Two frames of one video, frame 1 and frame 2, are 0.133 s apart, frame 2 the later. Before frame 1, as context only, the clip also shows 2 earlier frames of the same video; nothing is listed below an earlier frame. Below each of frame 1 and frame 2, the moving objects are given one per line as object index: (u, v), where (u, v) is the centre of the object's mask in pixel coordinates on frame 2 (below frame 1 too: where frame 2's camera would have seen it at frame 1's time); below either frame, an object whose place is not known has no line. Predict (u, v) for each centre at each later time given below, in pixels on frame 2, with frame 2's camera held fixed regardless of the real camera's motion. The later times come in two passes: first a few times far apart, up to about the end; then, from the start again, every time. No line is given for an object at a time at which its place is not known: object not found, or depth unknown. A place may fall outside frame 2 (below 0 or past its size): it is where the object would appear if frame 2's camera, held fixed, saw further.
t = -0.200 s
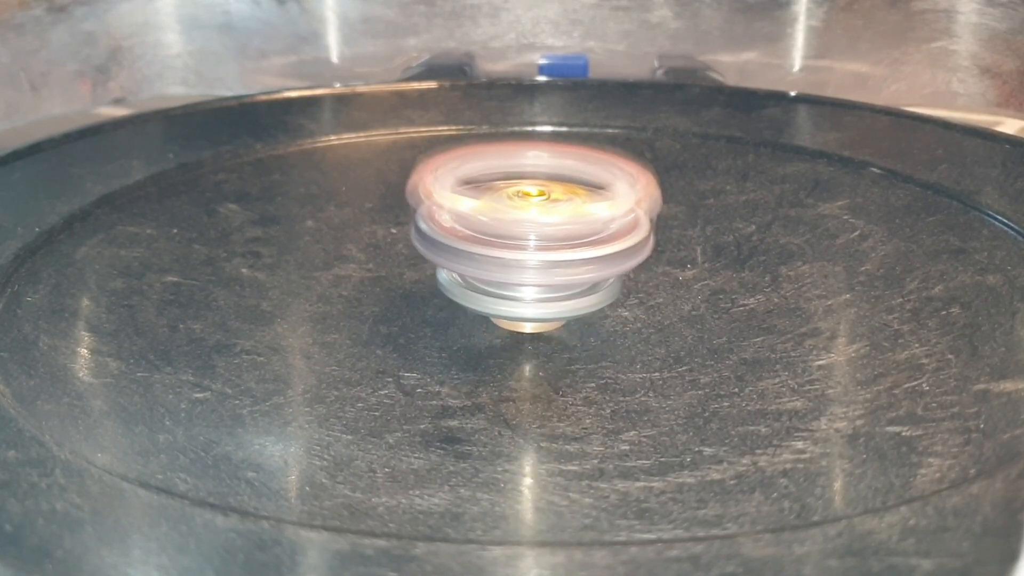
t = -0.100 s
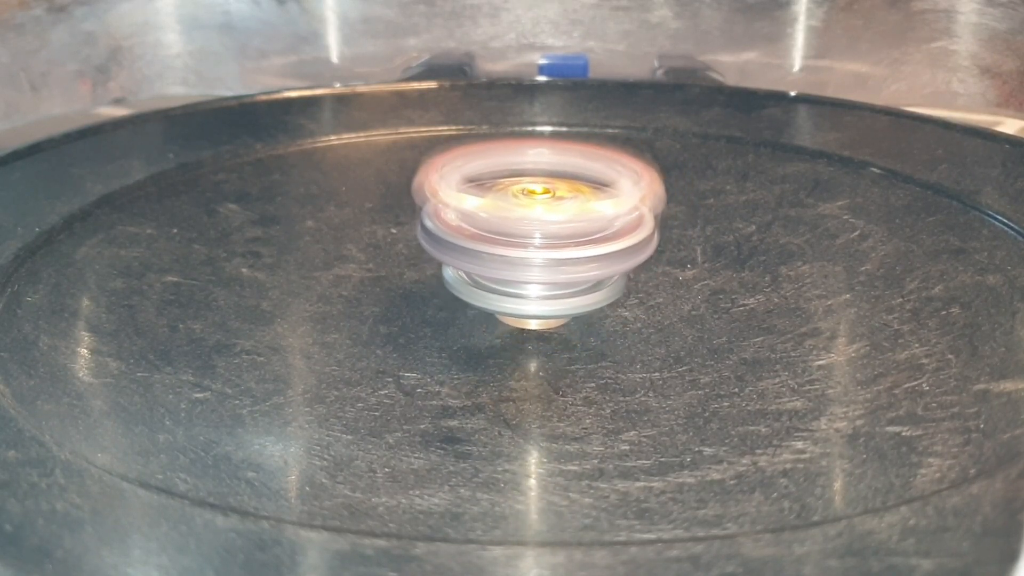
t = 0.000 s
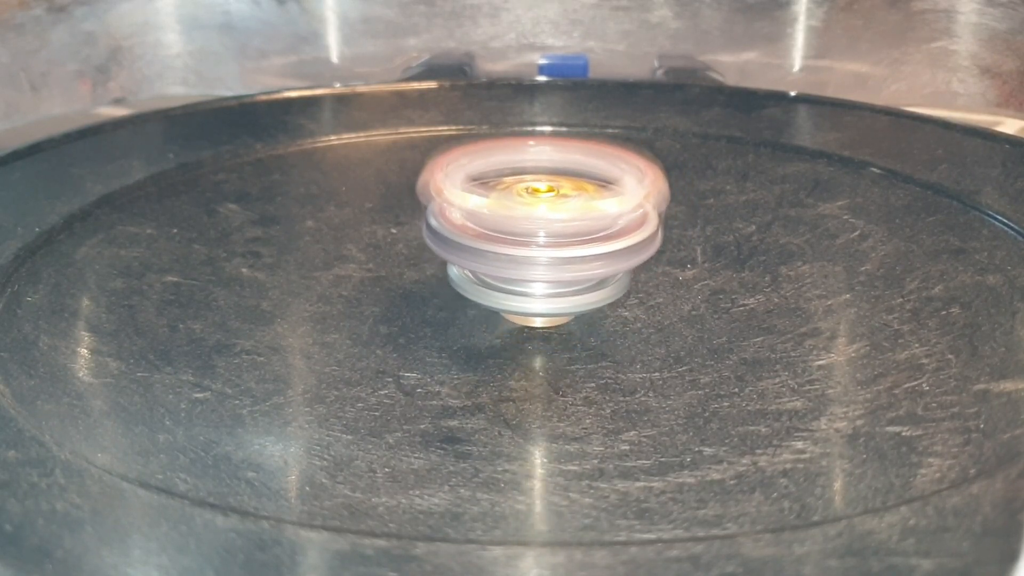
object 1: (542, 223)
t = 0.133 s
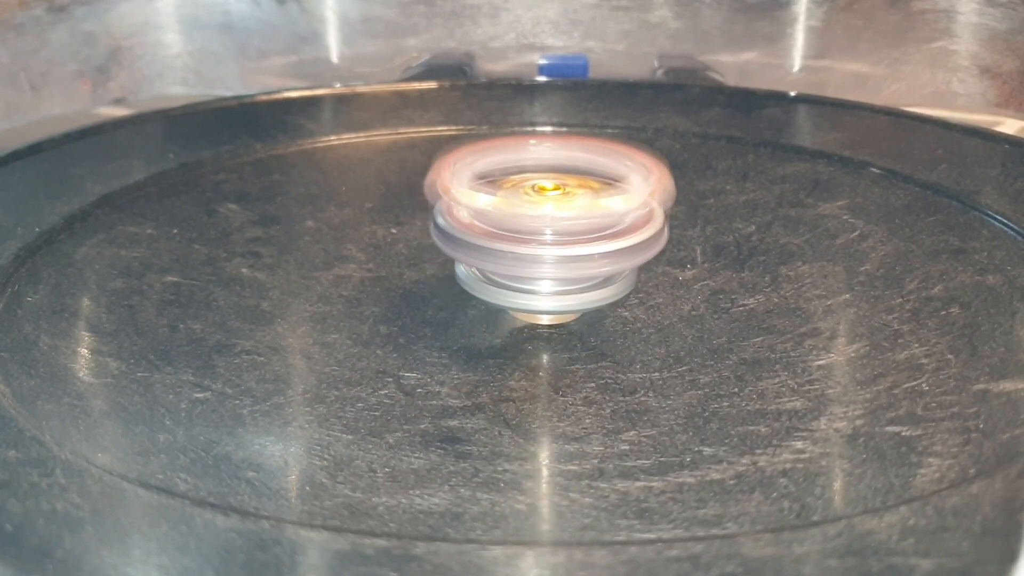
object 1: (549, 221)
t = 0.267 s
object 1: (556, 219)
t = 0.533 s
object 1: (567, 218)
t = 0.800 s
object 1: (569, 223)
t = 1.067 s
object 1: (562, 230)
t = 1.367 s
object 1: (548, 235)
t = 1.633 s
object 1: (536, 235)
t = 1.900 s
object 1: (528, 231)
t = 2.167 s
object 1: (533, 226)
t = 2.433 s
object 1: (547, 222)
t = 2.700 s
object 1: (559, 219)
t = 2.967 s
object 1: (565, 221)
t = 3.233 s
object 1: (562, 227)
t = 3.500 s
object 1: (553, 231)
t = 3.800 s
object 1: (539, 230)
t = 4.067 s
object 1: (533, 227)
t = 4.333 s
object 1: (538, 223)
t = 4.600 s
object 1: (548, 220)
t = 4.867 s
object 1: (562, 219)
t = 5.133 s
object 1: (568, 222)
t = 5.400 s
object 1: (562, 226)
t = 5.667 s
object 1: (552, 228)
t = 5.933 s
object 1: (541, 226)
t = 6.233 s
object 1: (534, 222)
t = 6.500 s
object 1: (541, 218)
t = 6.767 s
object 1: (548, 218)
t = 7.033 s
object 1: (558, 222)
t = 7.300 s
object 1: (563, 226)
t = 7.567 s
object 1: (560, 228)
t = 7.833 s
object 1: (547, 229)
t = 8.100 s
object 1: (540, 226)
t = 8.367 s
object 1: (537, 223)
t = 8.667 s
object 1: (548, 221)
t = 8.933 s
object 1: (557, 221)
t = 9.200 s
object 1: (563, 222)
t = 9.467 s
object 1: (562, 223)
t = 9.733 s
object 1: (558, 223)
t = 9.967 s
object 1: (546, 222)
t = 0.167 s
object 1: (549, 220)
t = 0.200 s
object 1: (550, 220)
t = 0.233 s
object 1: (553, 219)
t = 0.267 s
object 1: (556, 219)
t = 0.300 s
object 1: (559, 218)
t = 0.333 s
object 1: (564, 217)
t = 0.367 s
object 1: (565, 217)
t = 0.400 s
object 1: (566, 217)
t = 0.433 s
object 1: (567, 217)
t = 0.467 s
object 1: (568, 217)
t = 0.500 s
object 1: (568, 217)
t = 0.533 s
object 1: (567, 218)
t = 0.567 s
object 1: (567, 218)
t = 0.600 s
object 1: (568, 219)
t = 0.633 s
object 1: (569, 219)
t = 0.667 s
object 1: (569, 220)
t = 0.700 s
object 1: (569, 221)
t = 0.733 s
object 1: (568, 222)
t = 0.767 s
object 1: (568, 222)
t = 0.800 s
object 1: (569, 223)
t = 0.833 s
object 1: (568, 224)
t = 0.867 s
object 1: (568, 225)
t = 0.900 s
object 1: (567, 226)
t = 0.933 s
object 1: (565, 227)
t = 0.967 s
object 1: (565, 228)
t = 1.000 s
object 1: (564, 228)
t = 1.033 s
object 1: (563, 229)
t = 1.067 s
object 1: (562, 230)
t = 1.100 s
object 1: (561, 231)
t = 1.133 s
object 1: (559, 231)
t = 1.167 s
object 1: (558, 232)
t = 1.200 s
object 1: (556, 233)
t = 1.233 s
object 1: (555, 233)
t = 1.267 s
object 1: (553, 234)
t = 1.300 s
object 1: (551, 234)
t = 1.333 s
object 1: (549, 235)
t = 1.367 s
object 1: (548, 235)
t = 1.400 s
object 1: (548, 235)
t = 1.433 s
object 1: (547, 235)
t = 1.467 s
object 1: (546, 235)
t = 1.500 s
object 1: (543, 235)
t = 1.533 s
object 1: (542, 236)
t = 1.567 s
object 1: (540, 235)
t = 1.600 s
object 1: (538, 235)
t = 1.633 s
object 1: (536, 235)
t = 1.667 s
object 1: (535, 234)
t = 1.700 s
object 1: (533, 234)
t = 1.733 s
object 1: (533, 233)
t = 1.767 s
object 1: (532, 233)
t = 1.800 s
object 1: (532, 232)
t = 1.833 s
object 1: (529, 232)
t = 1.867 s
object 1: (529, 231)
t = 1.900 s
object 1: (528, 231)
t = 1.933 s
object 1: (529, 230)
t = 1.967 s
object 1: (528, 229)
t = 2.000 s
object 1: (529, 228)
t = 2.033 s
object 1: (529, 228)
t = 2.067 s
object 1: (530, 228)
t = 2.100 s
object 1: (529, 228)
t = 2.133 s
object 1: (532, 227)
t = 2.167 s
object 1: (533, 226)
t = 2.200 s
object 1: (535, 225)
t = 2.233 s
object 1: (538, 224)
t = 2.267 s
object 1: (538, 224)
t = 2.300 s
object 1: (540, 223)
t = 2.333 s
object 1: (541, 223)
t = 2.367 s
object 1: (542, 223)
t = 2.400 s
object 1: (544, 222)
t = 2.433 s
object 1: (547, 222)
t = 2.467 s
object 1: (548, 221)
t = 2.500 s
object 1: (550, 221)
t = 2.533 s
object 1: (552, 220)
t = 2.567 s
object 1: (553, 219)
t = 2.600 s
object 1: (557, 219)
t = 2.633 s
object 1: (557, 219)
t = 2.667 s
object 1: (557, 219)
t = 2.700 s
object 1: (559, 219)
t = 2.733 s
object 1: (560, 219)
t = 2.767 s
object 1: (561, 219)
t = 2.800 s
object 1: (562, 220)
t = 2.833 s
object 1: (562, 220)
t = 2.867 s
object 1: (563, 220)
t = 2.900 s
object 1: (564, 221)
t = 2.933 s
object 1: (565, 221)
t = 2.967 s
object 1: (565, 221)
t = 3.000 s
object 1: (564, 222)
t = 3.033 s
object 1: (565, 223)
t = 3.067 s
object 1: (565, 223)
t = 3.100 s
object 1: (564, 224)
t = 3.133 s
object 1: (564, 225)
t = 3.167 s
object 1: (564, 226)
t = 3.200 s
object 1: (563, 226)
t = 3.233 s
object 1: (562, 227)
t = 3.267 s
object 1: (562, 227)
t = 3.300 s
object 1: (561, 228)
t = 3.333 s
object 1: (560, 229)
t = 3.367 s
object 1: (558, 229)
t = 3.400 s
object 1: (557, 230)
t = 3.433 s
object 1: (555, 230)
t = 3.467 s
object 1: (554, 231)
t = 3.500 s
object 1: (553, 231)
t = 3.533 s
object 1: (552, 231)
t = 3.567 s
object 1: (550, 231)
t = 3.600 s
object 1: (548, 231)
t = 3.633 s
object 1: (545, 231)
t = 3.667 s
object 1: (544, 231)
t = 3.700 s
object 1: (543, 231)
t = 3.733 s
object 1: (542, 231)
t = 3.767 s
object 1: (540, 231)
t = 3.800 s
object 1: (539, 230)
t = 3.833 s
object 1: (538, 230)
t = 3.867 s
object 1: (537, 230)
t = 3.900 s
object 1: (536, 229)
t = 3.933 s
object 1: (535, 229)
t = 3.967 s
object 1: (534, 228)
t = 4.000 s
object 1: (534, 228)
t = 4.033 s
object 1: (533, 228)
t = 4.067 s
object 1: (533, 227)
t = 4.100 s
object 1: (534, 226)
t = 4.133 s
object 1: (534, 226)
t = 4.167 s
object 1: (534, 226)
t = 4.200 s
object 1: (534, 225)
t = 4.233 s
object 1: (535, 224)
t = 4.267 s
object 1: (536, 224)
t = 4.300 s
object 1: (537, 224)
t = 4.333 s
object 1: (538, 223)
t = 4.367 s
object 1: (539, 222)
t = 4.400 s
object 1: (540, 222)
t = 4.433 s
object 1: (541, 221)
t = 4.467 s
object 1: (543, 221)
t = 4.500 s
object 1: (544, 221)
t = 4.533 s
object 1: (545, 221)
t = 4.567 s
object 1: (546, 220)
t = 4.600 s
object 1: (548, 220)
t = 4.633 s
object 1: (549, 220)
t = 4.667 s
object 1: (551, 219)
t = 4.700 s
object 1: (553, 219)
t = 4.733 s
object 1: (555, 219)
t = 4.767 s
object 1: (557, 219)
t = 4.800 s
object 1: (559, 219)
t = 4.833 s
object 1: (562, 219)
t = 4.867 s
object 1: (562, 219)
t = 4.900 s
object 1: (564, 219)
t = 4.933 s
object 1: (565, 220)
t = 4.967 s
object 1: (565, 220)
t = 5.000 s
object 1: (567, 220)
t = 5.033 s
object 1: (568, 221)
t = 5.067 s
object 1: (567, 221)
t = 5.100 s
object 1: (568, 221)
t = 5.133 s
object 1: (568, 222)
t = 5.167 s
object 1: (567, 222)
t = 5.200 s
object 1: (566, 223)
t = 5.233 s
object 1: (566, 223)
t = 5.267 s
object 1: (565, 224)
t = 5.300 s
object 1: (566, 224)
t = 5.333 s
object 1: (565, 224)
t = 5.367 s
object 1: (564, 225)
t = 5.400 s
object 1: (562, 226)
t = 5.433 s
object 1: (560, 226)
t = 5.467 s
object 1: (560, 226)
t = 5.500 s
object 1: (558, 227)
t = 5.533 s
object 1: (556, 227)
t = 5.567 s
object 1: (555, 227)
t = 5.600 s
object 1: (554, 228)
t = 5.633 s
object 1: (552, 228)
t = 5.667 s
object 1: (552, 228)
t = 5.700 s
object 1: (549, 228)
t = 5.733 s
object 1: (547, 228)
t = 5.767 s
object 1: (547, 228)
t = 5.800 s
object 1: (545, 227)
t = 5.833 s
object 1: (544, 227)
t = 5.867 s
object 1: (543, 227)
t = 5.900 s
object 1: (541, 227)
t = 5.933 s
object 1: (541, 226)
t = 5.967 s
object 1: (539, 226)
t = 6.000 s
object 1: (539, 225)
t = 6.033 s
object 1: (537, 225)
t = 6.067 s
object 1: (535, 225)
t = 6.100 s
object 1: (535, 224)
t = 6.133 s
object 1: (534, 223)
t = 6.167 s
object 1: (534, 224)
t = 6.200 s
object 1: (534, 223)
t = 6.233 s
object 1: (534, 222)
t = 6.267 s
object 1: (534, 222)
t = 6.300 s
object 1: (535, 221)
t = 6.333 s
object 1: (534, 221)
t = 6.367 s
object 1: (536, 220)
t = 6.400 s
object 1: (537, 220)
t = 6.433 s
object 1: (537, 220)
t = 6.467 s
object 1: (538, 219)
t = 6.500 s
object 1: (541, 218)
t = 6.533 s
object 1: (542, 218)
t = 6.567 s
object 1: (544, 219)
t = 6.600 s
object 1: (544, 218)
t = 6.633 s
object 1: (544, 218)
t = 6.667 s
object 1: (545, 218)
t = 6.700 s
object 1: (545, 218)
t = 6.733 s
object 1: (549, 219)
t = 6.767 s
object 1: (548, 218)
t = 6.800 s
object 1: (548, 219)
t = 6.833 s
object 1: (550, 219)
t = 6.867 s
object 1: (549, 219)
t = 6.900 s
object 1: (551, 220)
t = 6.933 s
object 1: (552, 220)
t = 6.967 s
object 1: (553, 221)
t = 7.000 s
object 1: (555, 222)
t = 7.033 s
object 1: (558, 222)
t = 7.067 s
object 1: (557, 223)
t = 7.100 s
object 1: (560, 223)
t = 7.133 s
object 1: (561, 224)
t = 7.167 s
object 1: (561, 224)
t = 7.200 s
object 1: (564, 225)
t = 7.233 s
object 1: (562, 226)
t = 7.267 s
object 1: (563, 225)
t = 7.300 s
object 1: (563, 226)
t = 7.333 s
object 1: (564, 226)
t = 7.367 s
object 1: (565, 228)
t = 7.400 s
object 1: (564, 228)
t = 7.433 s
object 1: (563, 228)
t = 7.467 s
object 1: (561, 229)
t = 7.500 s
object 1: (563, 229)
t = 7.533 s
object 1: (559, 229)
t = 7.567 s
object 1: (560, 228)
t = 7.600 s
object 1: (558, 230)
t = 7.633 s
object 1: (556, 229)
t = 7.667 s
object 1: (559, 229)
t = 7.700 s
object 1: (555, 229)
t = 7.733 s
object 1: (554, 229)
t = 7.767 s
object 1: (551, 229)
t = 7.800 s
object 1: (550, 229)
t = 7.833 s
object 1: (547, 229)
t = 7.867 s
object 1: (547, 228)
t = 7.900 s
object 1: (546, 228)
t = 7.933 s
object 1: (545, 228)
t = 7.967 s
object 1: (545, 228)
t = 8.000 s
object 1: (542, 227)
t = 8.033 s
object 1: (542, 226)
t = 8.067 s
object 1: (540, 226)
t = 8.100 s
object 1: (540, 226)
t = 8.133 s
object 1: (537, 226)
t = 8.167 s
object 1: (538, 225)
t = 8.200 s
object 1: (538, 226)
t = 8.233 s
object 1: (537, 225)
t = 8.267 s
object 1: (534, 225)
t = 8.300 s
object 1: (537, 224)
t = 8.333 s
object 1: (536, 224)
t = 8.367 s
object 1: (537, 223)
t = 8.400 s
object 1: (538, 223)
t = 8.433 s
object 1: (537, 222)
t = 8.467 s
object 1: (541, 223)
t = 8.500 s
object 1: (541, 223)
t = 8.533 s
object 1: (541, 222)
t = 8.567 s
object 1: (545, 222)
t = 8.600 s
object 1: (543, 221)
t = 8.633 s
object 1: (547, 221)
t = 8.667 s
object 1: (548, 221)
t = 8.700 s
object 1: (547, 221)
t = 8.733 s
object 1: (552, 221)
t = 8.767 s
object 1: (552, 221)
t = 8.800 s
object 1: (553, 221)
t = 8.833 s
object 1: (554, 221)
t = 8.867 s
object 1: (555, 221)
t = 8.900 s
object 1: (557, 221)
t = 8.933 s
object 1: (557, 221)
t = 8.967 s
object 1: (556, 221)
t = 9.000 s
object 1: (559, 221)
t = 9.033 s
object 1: (559, 221)
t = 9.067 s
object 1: (560, 221)
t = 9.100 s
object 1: (560, 221)
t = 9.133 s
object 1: (561, 222)
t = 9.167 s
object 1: (562, 222)
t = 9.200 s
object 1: (563, 222)
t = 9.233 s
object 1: (563, 222)
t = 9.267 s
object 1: (564, 223)
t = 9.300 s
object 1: (564, 223)
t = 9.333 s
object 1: (564, 223)
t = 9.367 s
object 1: (563, 223)
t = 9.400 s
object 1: (564, 223)
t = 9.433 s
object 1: (565, 223)
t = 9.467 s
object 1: (562, 223)
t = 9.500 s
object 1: (563, 222)
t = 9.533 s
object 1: (562, 224)
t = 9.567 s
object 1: (562, 223)
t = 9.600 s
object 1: (561, 223)
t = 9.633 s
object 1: (561, 223)
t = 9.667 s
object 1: (560, 224)
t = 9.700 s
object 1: (560, 223)
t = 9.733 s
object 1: (558, 223)
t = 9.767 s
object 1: (558, 223)
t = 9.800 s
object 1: (556, 223)
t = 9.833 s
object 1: (556, 223)
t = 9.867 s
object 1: (553, 222)
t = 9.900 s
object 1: (552, 222)
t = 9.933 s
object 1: (550, 221)
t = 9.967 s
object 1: (546, 222)
